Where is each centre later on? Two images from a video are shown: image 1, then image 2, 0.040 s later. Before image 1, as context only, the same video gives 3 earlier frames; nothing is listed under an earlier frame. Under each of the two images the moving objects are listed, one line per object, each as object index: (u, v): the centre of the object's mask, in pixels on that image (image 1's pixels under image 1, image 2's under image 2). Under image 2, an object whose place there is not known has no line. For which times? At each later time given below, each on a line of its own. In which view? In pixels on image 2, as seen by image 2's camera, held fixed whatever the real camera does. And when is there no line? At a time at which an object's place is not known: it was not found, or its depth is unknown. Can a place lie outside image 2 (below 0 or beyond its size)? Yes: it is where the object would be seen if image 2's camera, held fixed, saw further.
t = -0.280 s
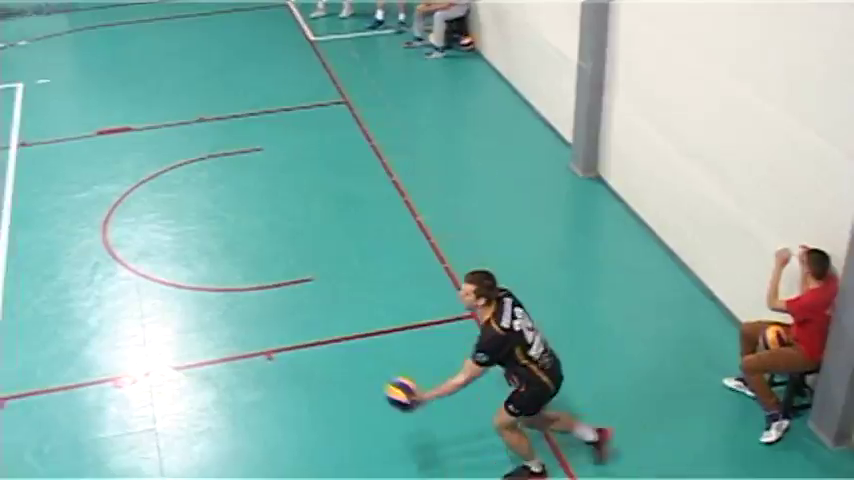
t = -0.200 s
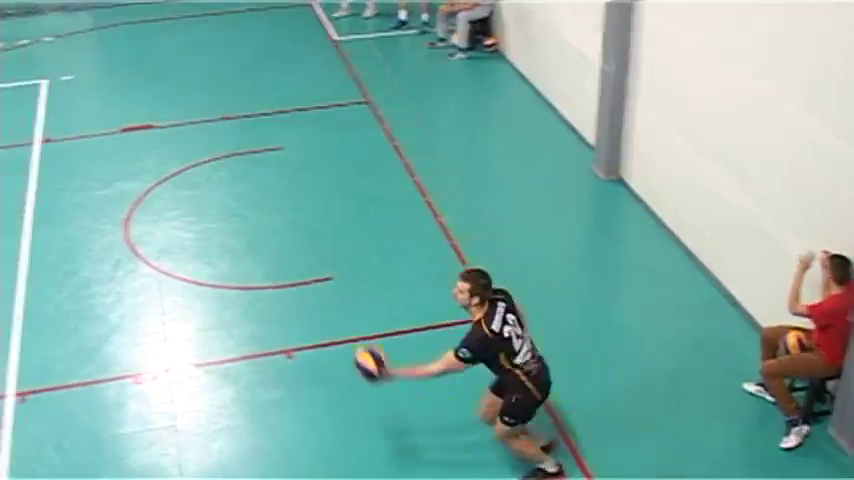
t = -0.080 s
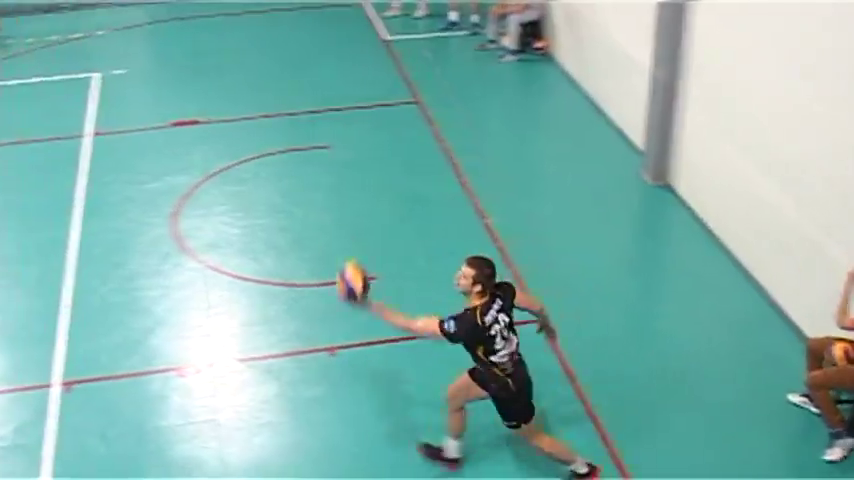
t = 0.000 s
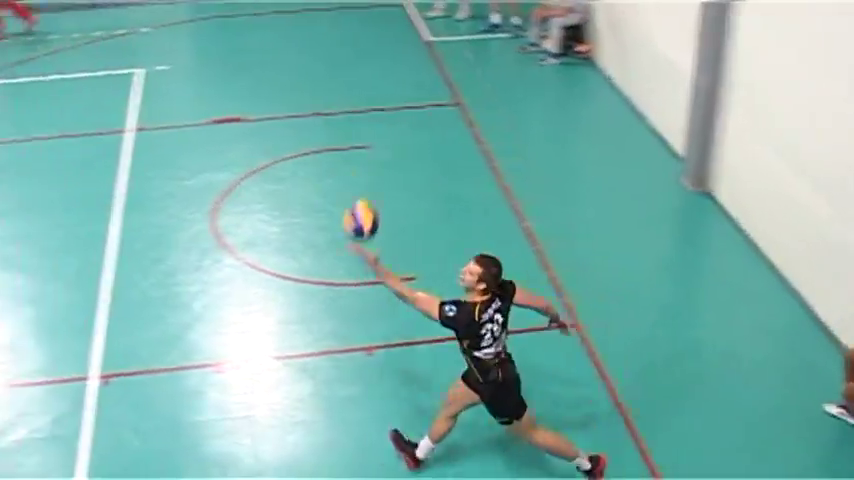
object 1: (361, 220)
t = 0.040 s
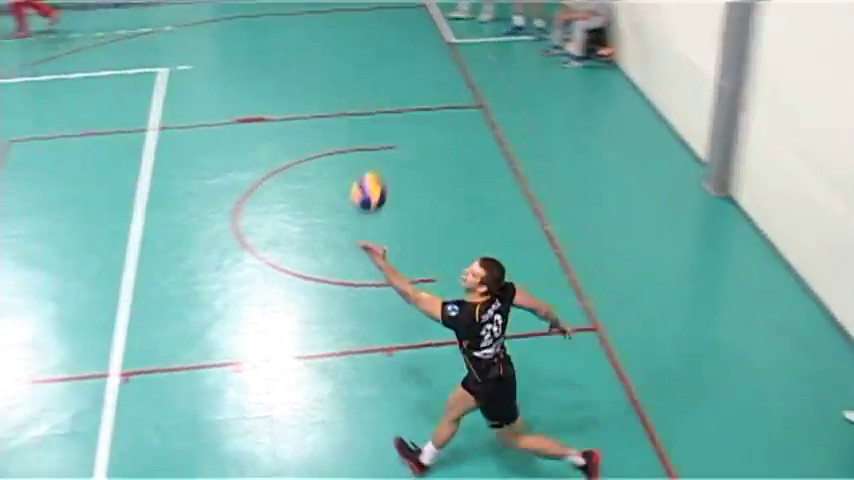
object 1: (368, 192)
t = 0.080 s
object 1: (354, 166)
